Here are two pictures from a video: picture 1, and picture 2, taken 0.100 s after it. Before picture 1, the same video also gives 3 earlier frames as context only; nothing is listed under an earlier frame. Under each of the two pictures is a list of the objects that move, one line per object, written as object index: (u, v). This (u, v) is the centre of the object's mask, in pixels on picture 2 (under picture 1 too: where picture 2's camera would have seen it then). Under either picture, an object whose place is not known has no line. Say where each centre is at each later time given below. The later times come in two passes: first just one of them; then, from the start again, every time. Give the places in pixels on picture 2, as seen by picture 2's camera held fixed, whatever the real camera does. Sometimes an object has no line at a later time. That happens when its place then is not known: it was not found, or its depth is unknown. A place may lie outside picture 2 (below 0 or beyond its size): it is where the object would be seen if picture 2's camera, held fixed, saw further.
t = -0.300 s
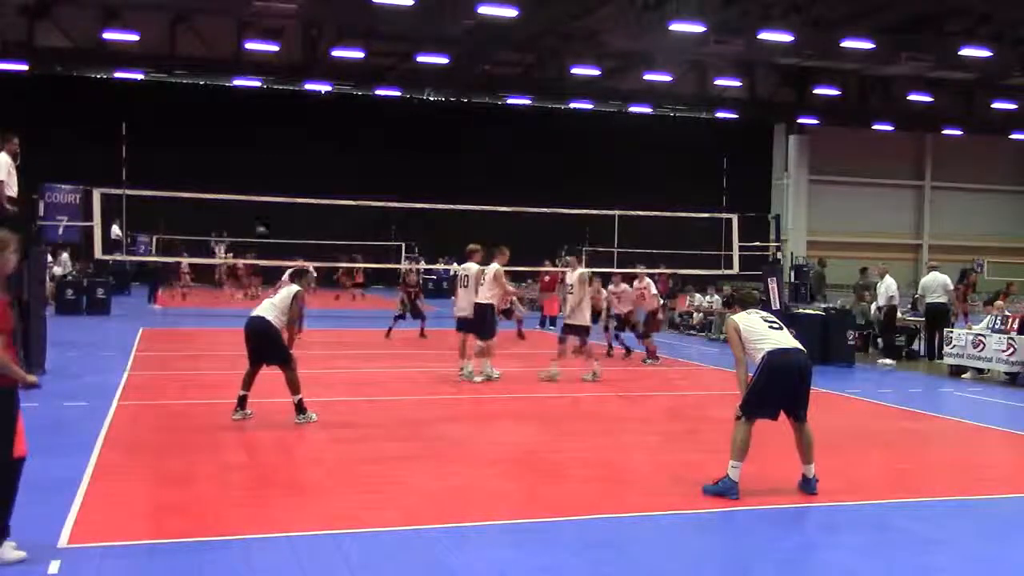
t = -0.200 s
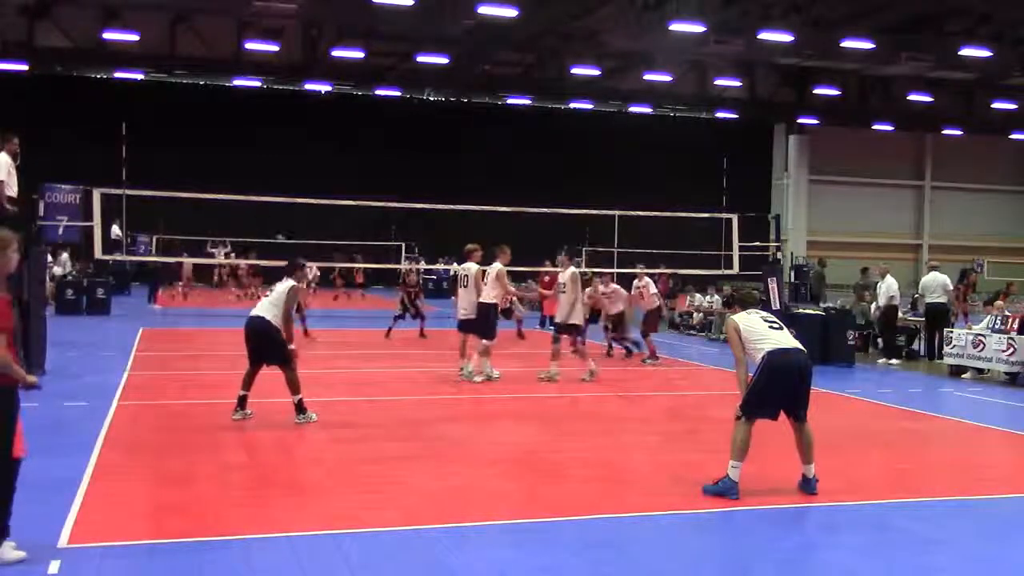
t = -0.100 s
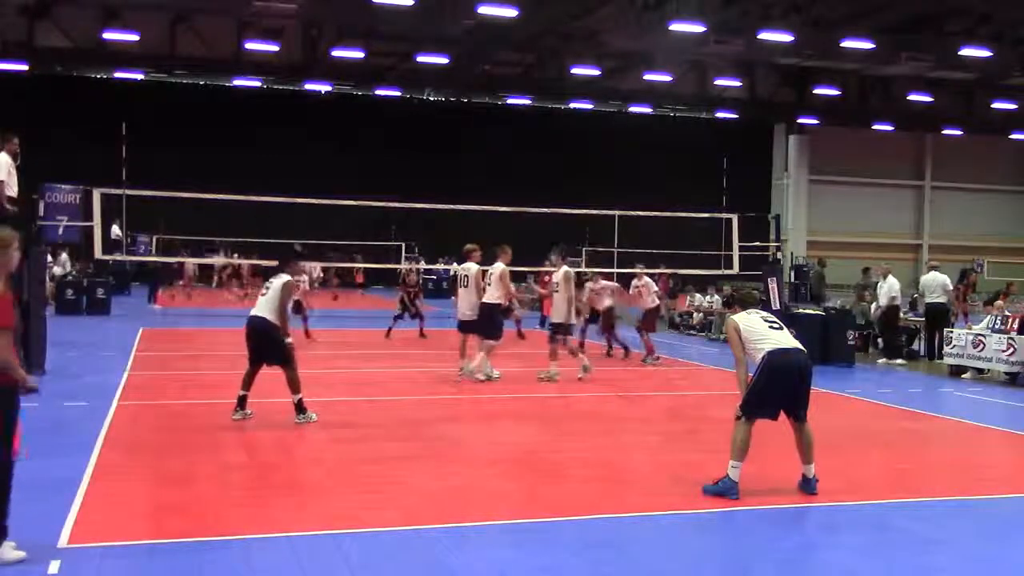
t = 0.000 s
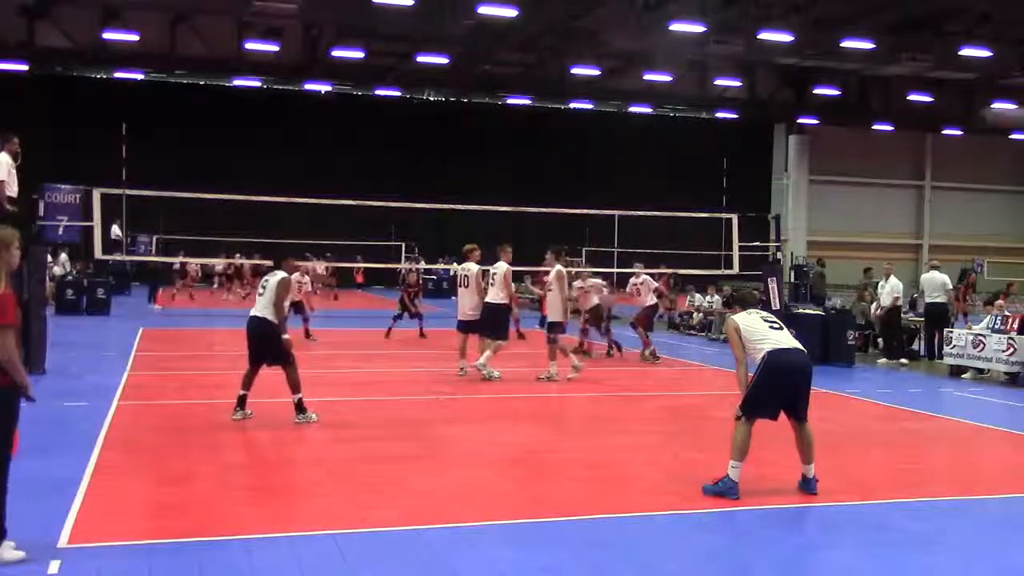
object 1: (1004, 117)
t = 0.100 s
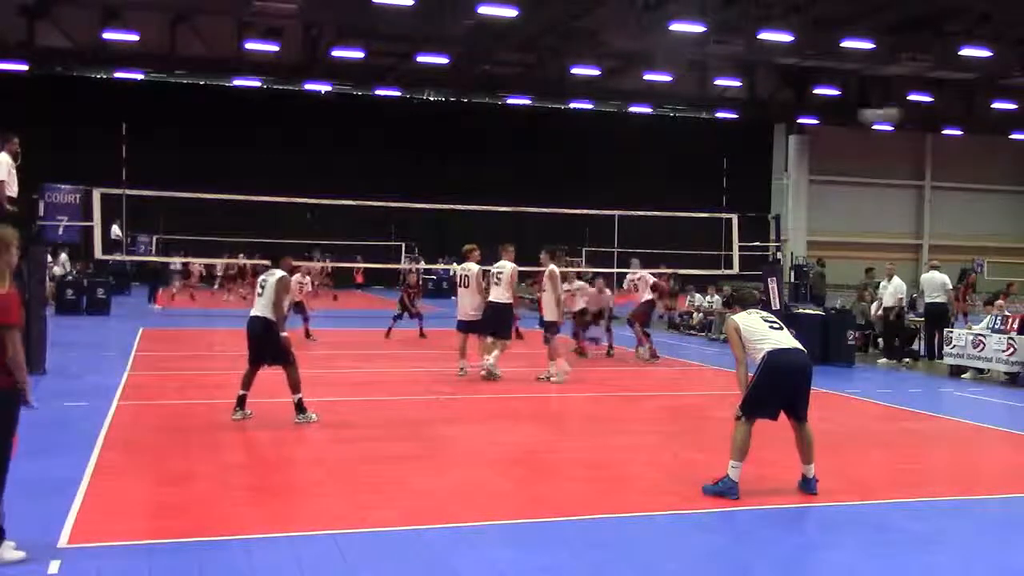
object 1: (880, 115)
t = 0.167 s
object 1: (818, 122)
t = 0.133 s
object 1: (846, 117)
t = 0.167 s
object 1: (818, 122)
